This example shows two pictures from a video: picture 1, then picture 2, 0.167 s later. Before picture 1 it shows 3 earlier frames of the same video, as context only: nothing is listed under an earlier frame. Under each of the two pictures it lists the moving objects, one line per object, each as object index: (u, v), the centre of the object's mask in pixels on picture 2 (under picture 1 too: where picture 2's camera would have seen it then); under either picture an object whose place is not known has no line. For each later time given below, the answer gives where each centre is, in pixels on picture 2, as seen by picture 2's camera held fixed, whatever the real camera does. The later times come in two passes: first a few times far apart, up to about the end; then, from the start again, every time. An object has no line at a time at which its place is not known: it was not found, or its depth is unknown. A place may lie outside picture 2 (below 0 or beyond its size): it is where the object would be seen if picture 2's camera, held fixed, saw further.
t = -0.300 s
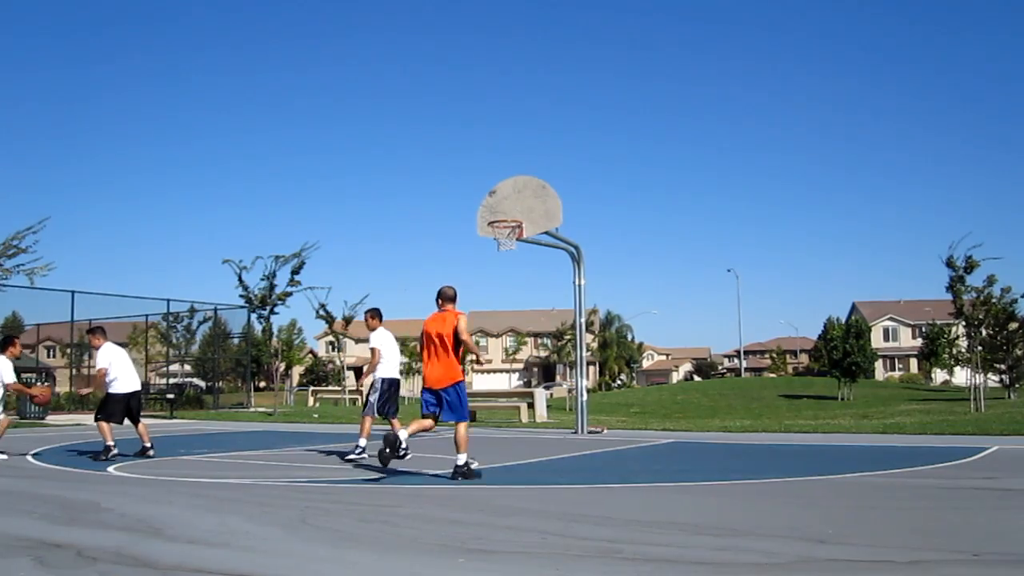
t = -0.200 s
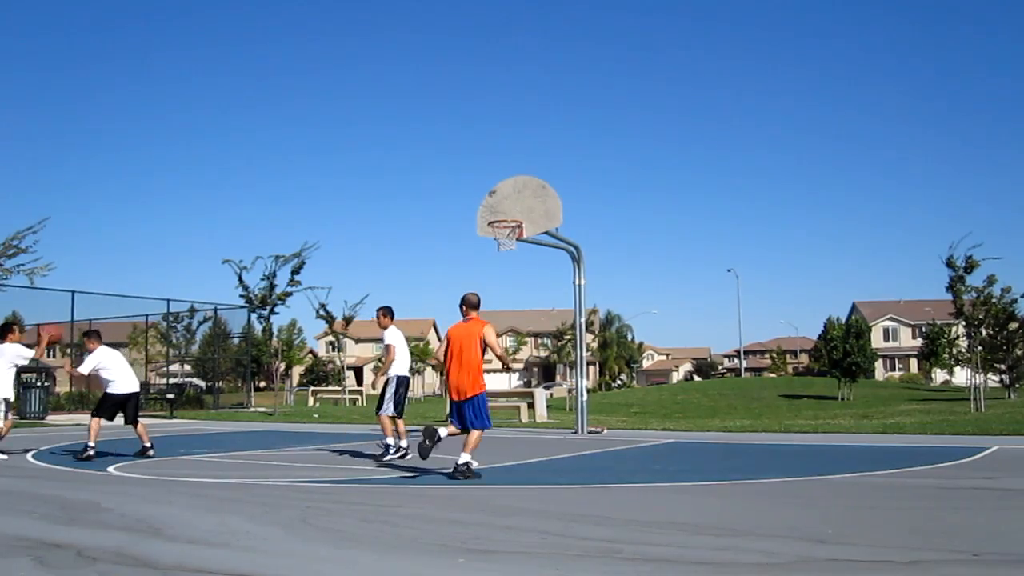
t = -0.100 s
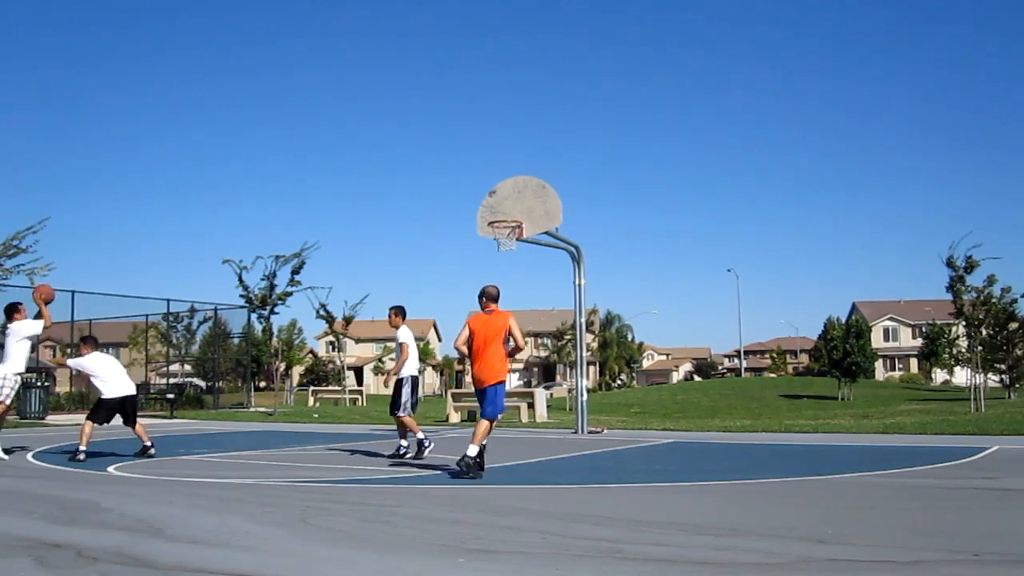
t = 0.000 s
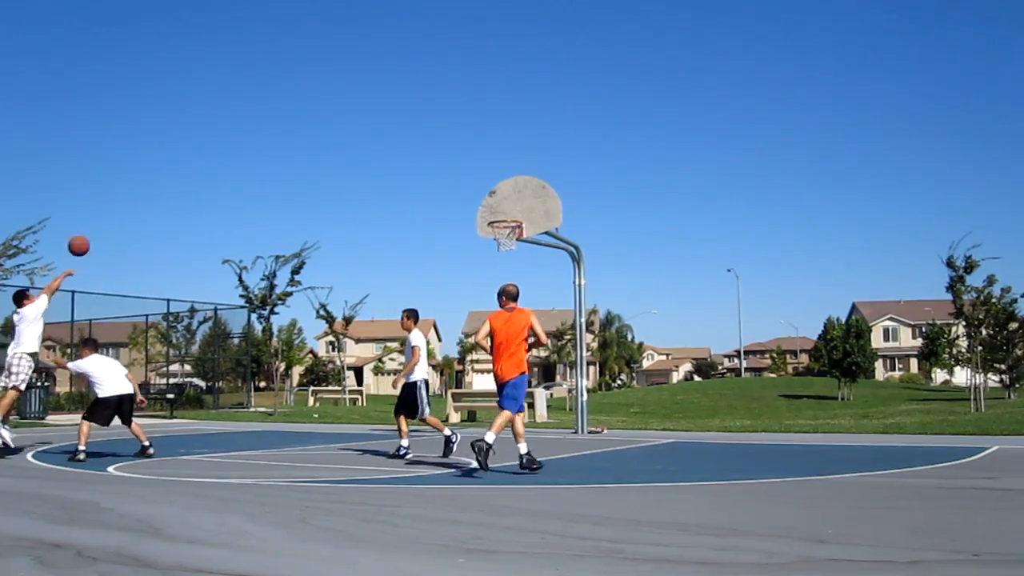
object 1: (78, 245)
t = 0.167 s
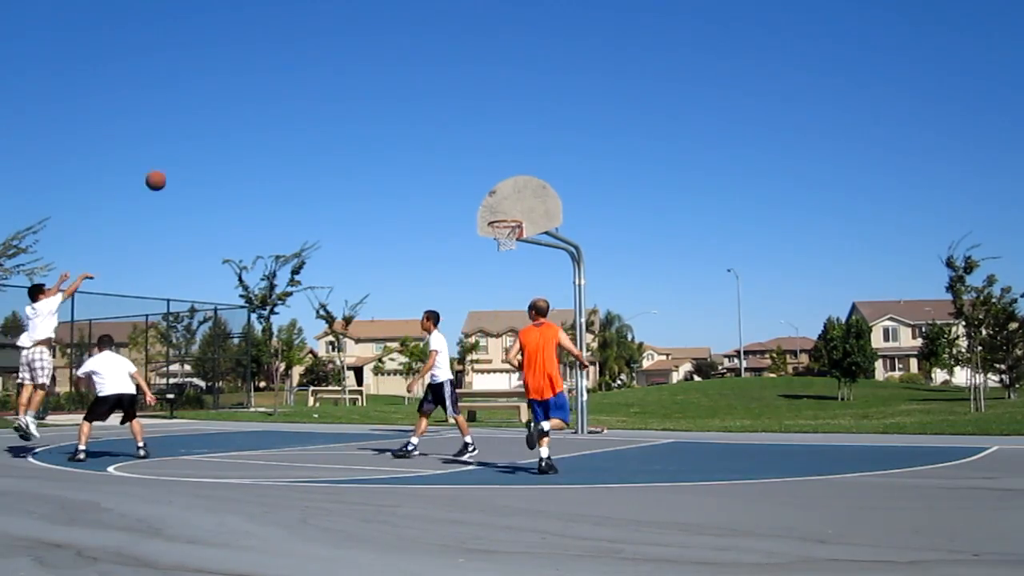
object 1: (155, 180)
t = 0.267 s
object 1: (198, 155)
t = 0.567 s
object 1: (311, 129)
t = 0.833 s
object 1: (398, 161)
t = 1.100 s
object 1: (477, 236)
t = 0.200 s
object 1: (170, 171)
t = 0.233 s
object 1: (184, 162)
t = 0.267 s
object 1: (198, 155)
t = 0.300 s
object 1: (211, 148)
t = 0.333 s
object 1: (224, 143)
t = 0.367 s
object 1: (238, 138)
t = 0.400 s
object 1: (250, 135)
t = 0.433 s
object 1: (263, 132)
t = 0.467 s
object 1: (275, 130)
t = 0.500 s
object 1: (287, 129)
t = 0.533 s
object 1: (299, 129)
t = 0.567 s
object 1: (311, 129)
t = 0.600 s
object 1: (322, 131)
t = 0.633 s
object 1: (333, 133)
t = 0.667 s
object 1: (344, 137)
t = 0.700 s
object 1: (356, 139)
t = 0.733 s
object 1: (366, 144)
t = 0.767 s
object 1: (377, 149)
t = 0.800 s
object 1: (388, 155)
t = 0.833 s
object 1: (398, 161)
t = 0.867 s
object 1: (408, 169)
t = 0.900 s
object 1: (418, 176)
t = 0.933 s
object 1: (429, 185)
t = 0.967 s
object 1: (439, 194)
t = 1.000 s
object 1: (448, 203)
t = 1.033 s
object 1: (458, 213)
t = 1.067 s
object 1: (467, 225)
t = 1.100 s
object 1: (477, 236)
